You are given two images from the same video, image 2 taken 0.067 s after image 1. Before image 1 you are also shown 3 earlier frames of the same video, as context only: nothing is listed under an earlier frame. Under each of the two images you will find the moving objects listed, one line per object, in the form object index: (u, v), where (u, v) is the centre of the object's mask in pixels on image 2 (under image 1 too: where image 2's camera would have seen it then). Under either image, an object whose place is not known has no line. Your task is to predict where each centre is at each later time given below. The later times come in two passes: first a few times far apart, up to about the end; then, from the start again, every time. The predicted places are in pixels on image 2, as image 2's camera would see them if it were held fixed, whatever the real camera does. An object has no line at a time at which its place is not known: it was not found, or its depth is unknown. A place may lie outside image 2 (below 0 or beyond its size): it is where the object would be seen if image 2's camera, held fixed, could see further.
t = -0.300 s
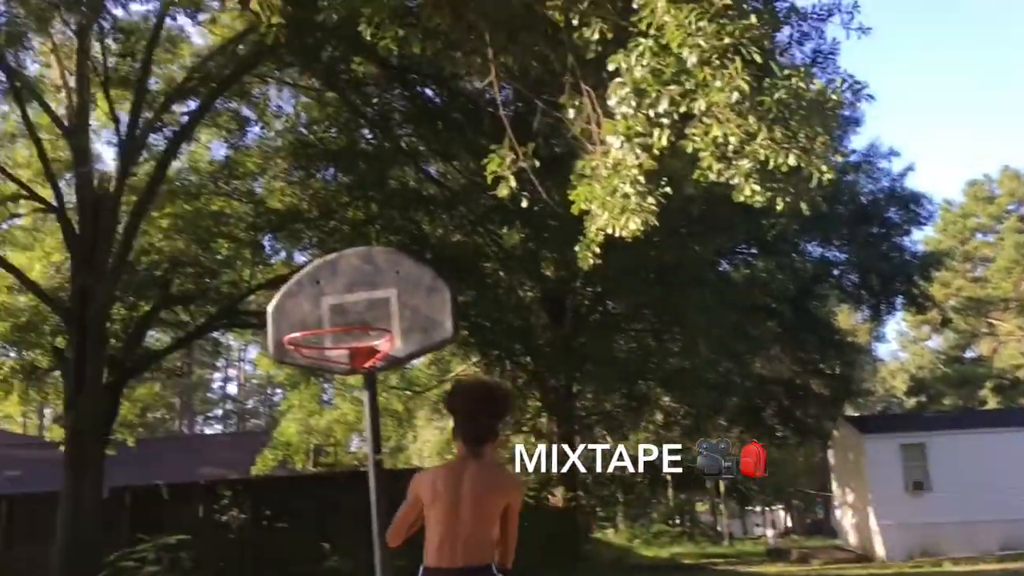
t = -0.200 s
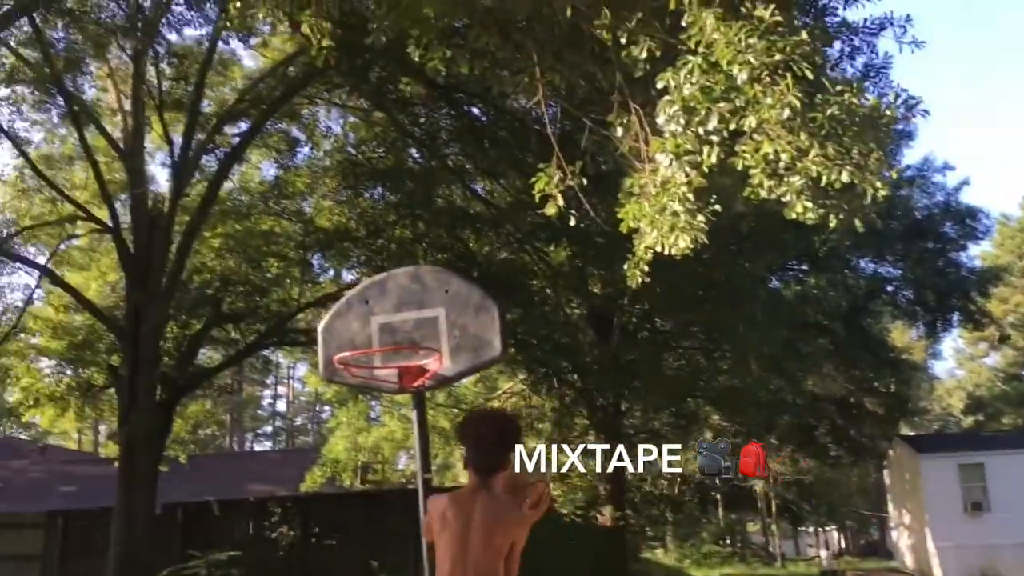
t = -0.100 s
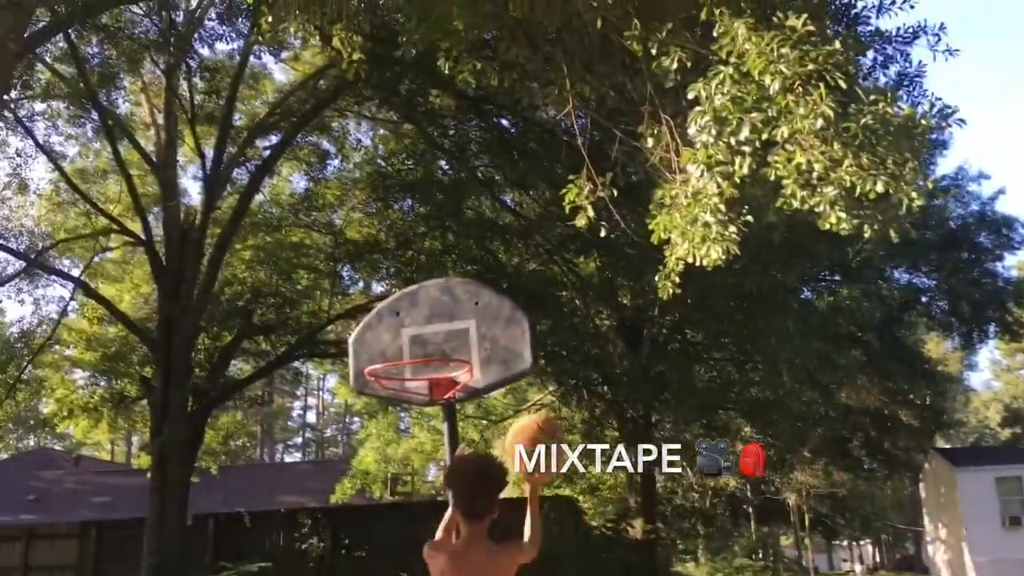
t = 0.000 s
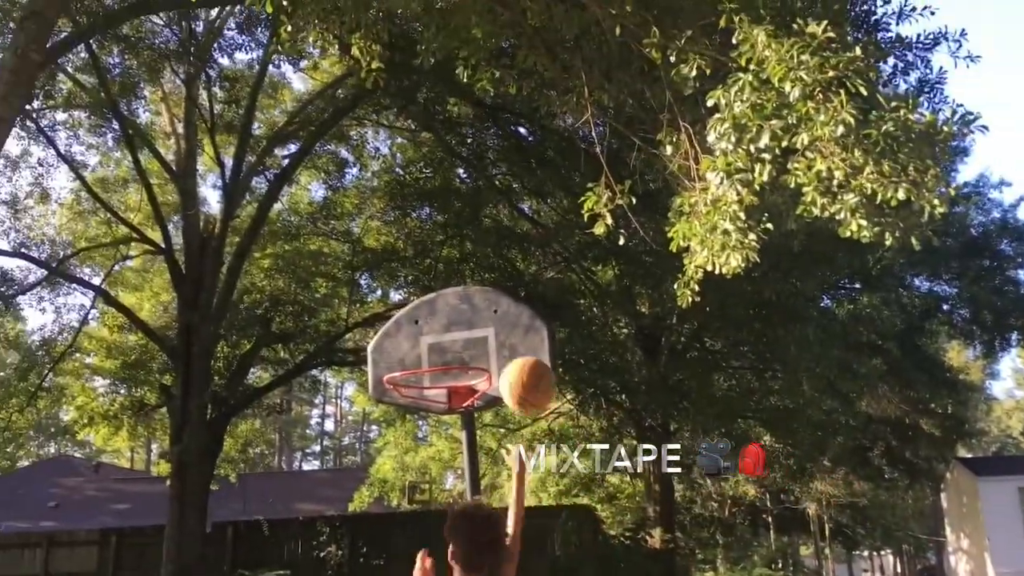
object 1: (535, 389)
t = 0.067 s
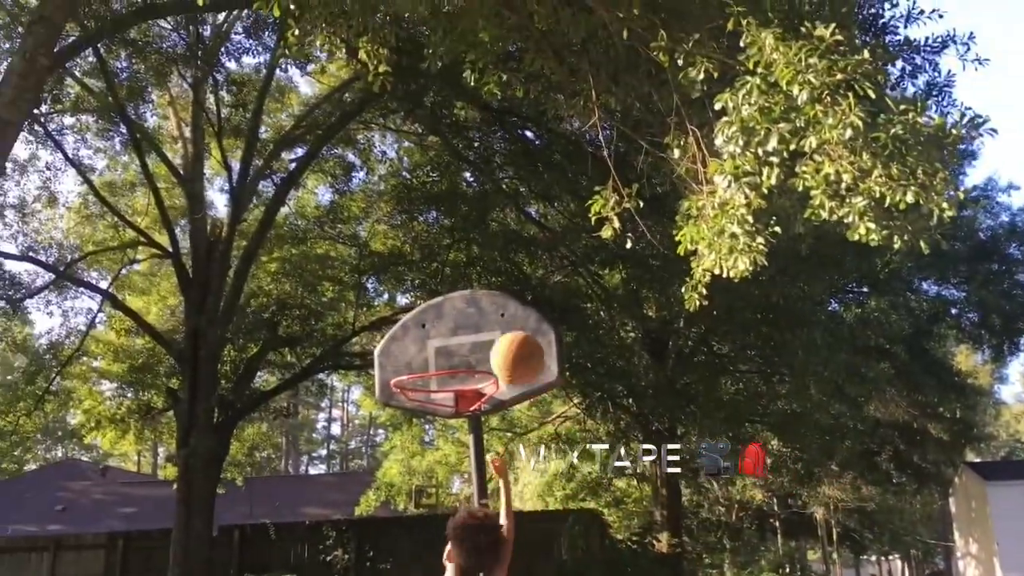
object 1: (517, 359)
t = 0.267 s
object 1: (475, 333)
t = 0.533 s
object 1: (420, 378)
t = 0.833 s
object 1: (499, 459)
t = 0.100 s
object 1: (509, 348)
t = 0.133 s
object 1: (502, 340)
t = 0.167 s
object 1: (495, 335)
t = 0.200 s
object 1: (488, 332)
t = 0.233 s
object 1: (481, 331)
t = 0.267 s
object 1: (475, 333)
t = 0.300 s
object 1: (469, 337)
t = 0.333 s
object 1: (463, 342)
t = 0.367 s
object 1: (457, 348)
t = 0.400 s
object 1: (446, 352)
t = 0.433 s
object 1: (435, 356)
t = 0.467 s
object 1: (425, 371)
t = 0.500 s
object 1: (420, 376)
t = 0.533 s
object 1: (420, 378)
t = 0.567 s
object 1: (427, 380)
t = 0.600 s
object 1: (438, 382)
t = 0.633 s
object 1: (451, 387)
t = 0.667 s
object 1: (463, 394)
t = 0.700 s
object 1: (470, 402)
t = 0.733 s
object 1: (477, 413)
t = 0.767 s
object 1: (485, 426)
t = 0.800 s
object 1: (492, 442)
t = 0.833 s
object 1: (499, 459)
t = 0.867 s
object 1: (507, 481)
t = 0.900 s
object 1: (515, 505)
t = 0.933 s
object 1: (522, 531)
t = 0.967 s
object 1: (530, 556)
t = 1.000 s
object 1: (538, 585)
